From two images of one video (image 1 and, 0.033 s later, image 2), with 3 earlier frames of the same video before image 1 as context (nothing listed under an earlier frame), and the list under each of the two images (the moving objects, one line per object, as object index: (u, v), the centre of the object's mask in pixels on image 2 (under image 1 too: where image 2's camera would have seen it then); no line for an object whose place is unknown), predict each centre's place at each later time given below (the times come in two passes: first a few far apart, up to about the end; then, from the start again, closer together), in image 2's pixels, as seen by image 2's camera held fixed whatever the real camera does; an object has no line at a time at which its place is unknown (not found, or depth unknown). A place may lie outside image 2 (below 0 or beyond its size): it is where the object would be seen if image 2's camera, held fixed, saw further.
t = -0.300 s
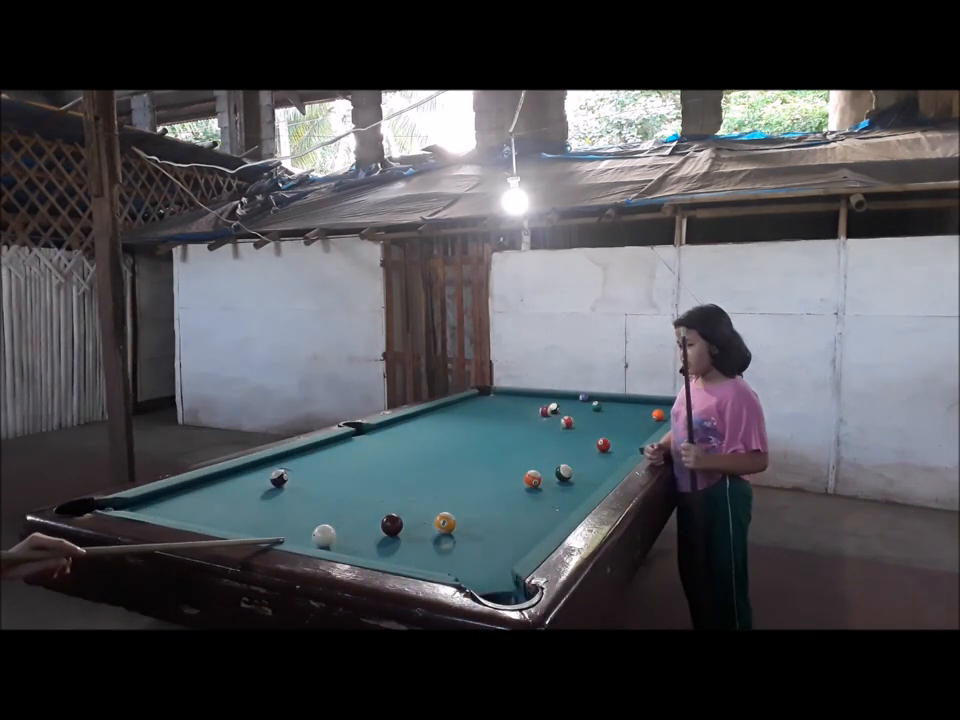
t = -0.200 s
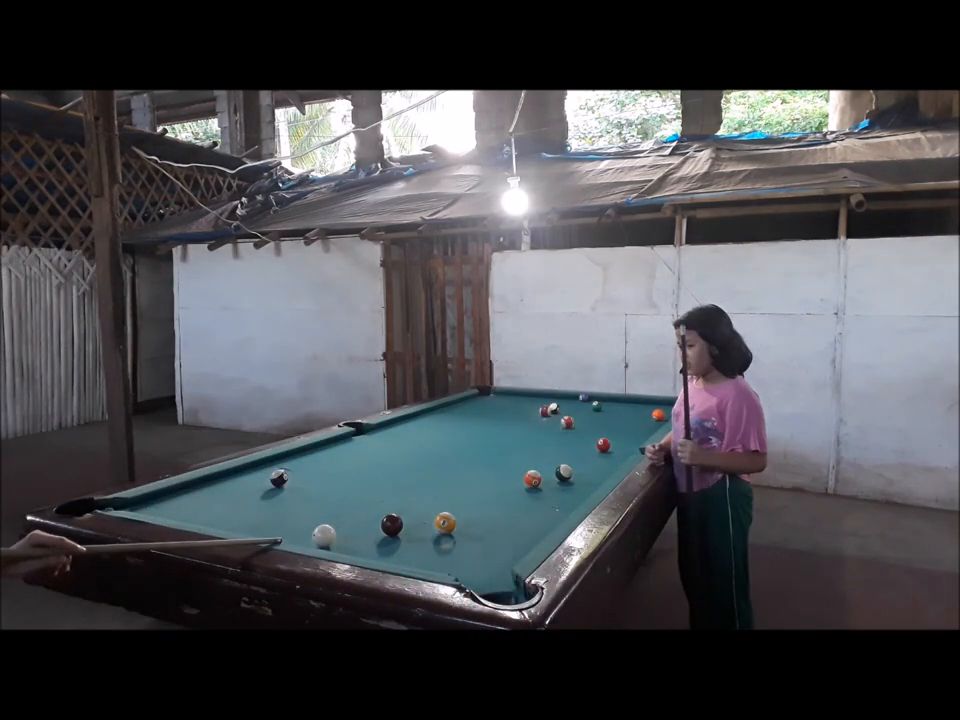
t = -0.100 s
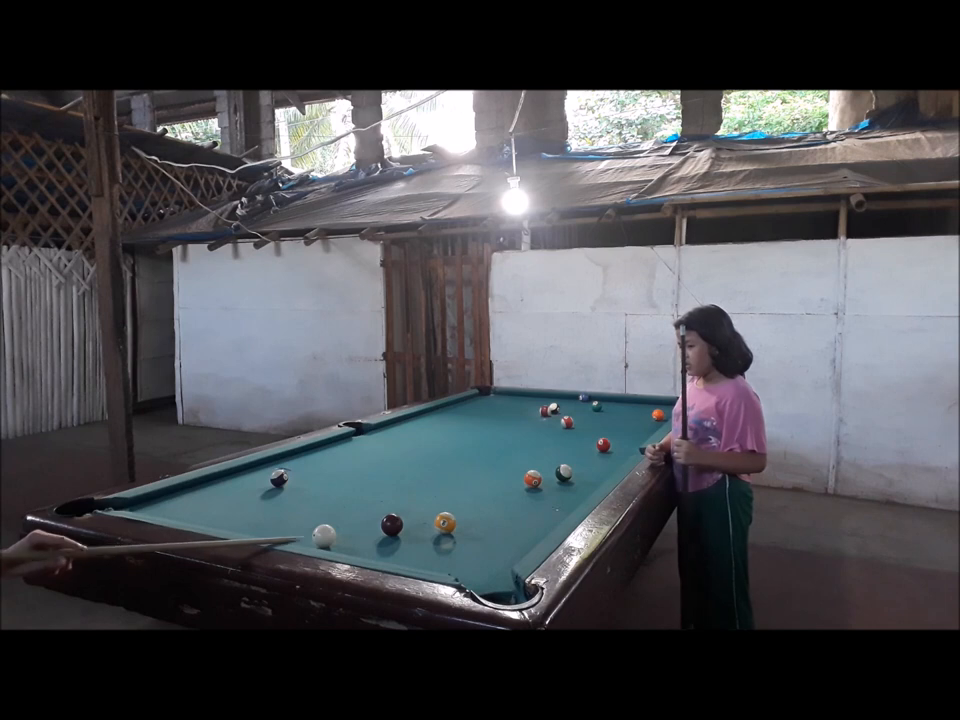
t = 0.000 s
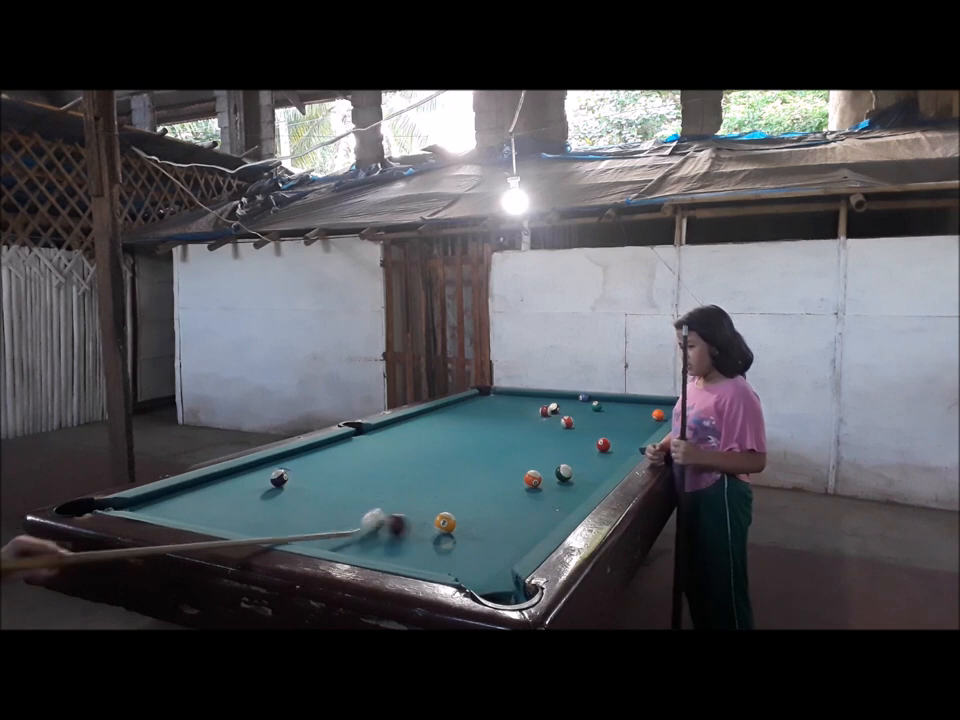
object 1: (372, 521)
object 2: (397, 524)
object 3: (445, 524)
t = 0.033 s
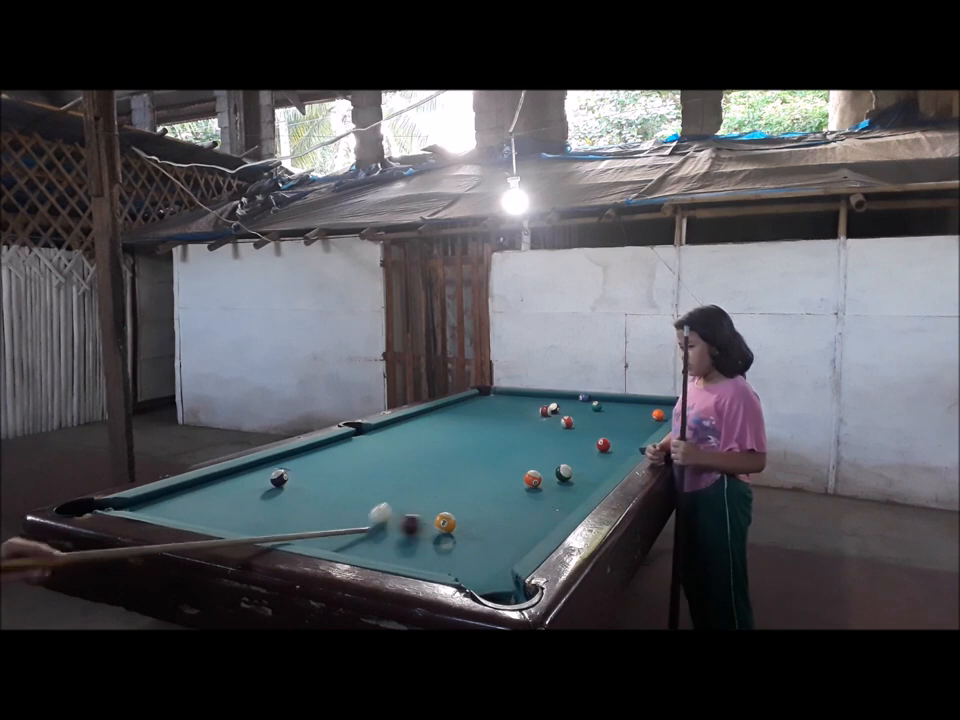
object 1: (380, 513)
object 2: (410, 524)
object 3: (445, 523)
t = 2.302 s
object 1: (532, 396)
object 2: (468, 558)
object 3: (514, 482)
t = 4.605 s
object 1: (453, 422)
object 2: (468, 558)
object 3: (512, 480)
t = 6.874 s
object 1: (410, 444)
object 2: (468, 558)
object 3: (512, 480)
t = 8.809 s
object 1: (405, 446)
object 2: (468, 558)
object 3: (512, 480)
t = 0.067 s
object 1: (387, 508)
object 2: (422, 525)
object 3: (445, 522)
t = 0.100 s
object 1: (392, 503)
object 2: (426, 527)
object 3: (454, 521)
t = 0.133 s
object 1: (398, 499)
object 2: (429, 528)
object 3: (462, 520)
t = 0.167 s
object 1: (403, 495)
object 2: (431, 529)
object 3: (470, 520)
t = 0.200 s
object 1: (408, 492)
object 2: (434, 530)
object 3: (477, 520)
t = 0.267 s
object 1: (417, 485)
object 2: (440, 532)
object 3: (490, 519)
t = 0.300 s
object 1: (421, 481)
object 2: (443, 533)
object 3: (497, 518)
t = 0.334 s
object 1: (426, 478)
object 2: (445, 534)
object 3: (503, 517)
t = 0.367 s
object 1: (430, 475)
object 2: (448, 535)
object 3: (509, 517)
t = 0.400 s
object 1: (434, 472)
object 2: (451, 536)
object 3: (515, 516)
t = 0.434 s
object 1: (437, 469)
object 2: (454, 537)
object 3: (522, 516)
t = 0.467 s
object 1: (441, 466)
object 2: (456, 538)
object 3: (528, 515)
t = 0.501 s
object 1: (445, 463)
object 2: (459, 539)
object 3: (534, 515)
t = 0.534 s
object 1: (448, 461)
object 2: (462, 540)
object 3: (541, 514)
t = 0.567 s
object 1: (451, 458)
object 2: (465, 541)
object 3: (547, 514)
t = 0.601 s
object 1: (455, 456)
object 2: (467, 543)
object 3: (553, 514)
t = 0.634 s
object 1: (458, 454)
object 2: (470, 544)
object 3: (558, 512)
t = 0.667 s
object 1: (461, 451)
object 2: (473, 545)
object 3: (558, 512)
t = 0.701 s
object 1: (464, 449)
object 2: (476, 546)
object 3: (557, 511)
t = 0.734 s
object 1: (467, 447)
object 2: (479, 547)
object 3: (555, 510)
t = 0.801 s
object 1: (472, 442)
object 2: (484, 549)
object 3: (552, 508)
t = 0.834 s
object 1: (475, 440)
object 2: (487, 551)
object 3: (550, 507)
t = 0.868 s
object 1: (477, 439)
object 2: (490, 551)
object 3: (549, 506)
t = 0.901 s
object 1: (480, 437)
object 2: (493, 552)
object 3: (548, 506)
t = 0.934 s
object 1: (482, 435)
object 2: (496, 553)
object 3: (546, 505)
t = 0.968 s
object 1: (484, 434)
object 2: (498, 555)
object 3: (544, 504)
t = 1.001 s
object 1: (487, 432)
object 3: (543, 503)
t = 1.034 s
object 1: (489, 430)
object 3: (542, 502)
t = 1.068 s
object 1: (491, 429)
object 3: (541, 501)
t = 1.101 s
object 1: (494, 427)
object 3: (540, 500)
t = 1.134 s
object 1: (496, 426)
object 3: (538, 499)
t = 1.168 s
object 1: (498, 424)
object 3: (537, 499)
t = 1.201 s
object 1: (500, 423)
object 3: (536, 498)
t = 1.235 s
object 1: (502, 421)
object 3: (535, 497)
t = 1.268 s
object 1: (504, 420)
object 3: (534, 496)
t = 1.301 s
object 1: (505, 419)
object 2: (496, 558)
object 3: (533, 496)
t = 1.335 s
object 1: (507, 417)
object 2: (494, 558)
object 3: (532, 495)
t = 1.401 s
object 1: (511, 415)
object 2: (491, 558)
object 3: (530, 494)
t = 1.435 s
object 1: (513, 414)
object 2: (489, 558)
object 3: (529, 493)
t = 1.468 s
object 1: (514, 412)
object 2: (487, 558)
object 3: (528, 492)
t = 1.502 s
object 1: (516, 411)
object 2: (486, 558)
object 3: (527, 492)
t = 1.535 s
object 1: (517, 410)
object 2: (484, 558)
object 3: (526, 491)
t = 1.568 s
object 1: (519, 409)
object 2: (483, 558)
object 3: (526, 491)
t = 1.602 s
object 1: (520, 408)
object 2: (481, 558)
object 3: (525, 490)
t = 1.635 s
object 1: (522, 407)
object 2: (480, 558)
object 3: (524, 490)
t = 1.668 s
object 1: (523, 406)
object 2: (478, 559)
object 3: (524, 489)
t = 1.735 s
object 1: (526, 404)
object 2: (476, 558)
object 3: (522, 488)
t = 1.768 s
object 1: (527, 403)
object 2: (475, 558)
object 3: (522, 488)
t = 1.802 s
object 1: (529, 402)
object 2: (474, 558)
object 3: (521, 487)
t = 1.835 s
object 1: (530, 401)
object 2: (473, 559)
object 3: (521, 487)
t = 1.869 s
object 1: (531, 400)
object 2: (472, 559)
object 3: (520, 486)
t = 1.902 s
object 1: (533, 399)
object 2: (472, 559)
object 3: (519, 486)
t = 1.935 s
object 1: (534, 398)
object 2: (471, 559)
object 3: (519, 486)
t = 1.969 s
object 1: (535, 397)
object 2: (470, 559)
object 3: (518, 486)
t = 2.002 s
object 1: (536, 397)
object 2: (469, 559)
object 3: (518, 485)
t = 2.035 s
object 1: (537, 396)
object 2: (468, 559)
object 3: (517, 485)
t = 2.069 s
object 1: (538, 395)
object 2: (468, 559)
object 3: (517, 484)
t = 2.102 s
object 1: (539, 394)
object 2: (468, 559)
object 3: (516, 484)
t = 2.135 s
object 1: (539, 394)
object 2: (468, 558)
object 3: (516, 483)
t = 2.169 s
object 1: (538, 395)
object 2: (467, 559)
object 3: (515, 483)
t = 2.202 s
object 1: (536, 395)
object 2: (468, 558)
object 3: (515, 483)
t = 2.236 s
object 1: (535, 395)
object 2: (468, 558)
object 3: (515, 483)
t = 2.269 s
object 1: (534, 395)
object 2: (468, 558)
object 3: (514, 482)
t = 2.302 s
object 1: (532, 396)
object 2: (468, 558)
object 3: (514, 482)
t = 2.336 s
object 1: (531, 396)
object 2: (468, 558)
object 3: (514, 482)
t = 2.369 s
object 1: (530, 396)
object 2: (468, 558)
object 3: (513, 481)
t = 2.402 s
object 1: (528, 397)
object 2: (468, 558)
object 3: (513, 481)
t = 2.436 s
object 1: (527, 397)
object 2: (468, 558)
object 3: (513, 481)
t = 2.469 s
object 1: (525, 398)
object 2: (468, 558)
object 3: (512, 481)
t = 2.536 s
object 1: (523, 398)
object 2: (468, 558)
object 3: (512, 480)
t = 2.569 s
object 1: (521, 399)
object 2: (468, 558)
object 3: (512, 480)
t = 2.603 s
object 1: (520, 399)
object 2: (468, 558)
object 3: (512, 480)
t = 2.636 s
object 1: (519, 399)
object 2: (468, 558)
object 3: (512, 479)
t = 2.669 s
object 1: (518, 400)
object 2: (468, 558)
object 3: (512, 479)
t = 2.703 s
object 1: (516, 400)
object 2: (468, 558)
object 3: (511, 479)
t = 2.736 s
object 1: (515, 401)
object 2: (468, 558)
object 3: (511, 479)
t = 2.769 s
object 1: (514, 401)
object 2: (468, 558)
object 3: (511, 479)
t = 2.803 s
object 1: (513, 401)
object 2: (468, 558)
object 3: (511, 479)
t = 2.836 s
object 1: (512, 402)
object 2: (468, 558)
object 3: (511, 479)
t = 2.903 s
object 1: (509, 402)
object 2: (468, 558)
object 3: (511, 479)
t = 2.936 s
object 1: (508, 402)
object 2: (468, 558)
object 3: (511, 479)
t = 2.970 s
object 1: (507, 403)
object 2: (468, 558)
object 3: (511, 479)
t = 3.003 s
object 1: (506, 403)
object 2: (468, 558)
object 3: (511, 479)
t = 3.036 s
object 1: (504, 404)
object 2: (468, 558)
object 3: (511, 479)
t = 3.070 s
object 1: (503, 404)
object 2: (468, 558)
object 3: (511, 479)
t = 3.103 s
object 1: (502, 405)
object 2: (468, 558)
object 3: (511, 479)
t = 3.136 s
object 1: (501, 405)
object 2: (468, 558)
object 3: (511, 480)
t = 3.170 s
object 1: (499, 406)
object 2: (468, 558)
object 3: (511, 480)
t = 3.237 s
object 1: (497, 406)
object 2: (468, 558)
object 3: (511, 480)
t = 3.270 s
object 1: (496, 407)
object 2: (468, 558)
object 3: (511, 480)
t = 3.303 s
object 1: (495, 407)
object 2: (468, 558)
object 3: (511, 480)
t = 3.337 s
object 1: (494, 408)
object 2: (468, 558)
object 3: (512, 480)
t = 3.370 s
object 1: (493, 408)
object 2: (468, 558)
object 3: (512, 480)
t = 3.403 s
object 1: (491, 408)
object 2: (468, 558)
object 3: (512, 480)
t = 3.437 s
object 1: (490, 409)
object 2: (468, 558)
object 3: (512, 480)
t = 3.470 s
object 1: (489, 409)
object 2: (468, 558)
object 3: (512, 480)
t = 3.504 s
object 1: (488, 409)
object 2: (468, 558)
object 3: (512, 480)
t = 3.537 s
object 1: (487, 410)
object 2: (468, 558)
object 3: (512, 480)
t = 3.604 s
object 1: (485, 410)
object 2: (468, 558)
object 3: (512, 480)
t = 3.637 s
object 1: (484, 411)
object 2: (468, 558)
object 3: (512, 480)
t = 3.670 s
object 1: (482, 411)
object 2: (468, 558)
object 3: (512, 480)
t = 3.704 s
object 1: (481, 412)
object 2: (468, 558)
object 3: (512, 480)
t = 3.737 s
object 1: (480, 412)
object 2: (468, 558)
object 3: (512, 480)
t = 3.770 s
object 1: (479, 412)
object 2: (468, 558)
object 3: (512, 480)
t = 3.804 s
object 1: (478, 413)
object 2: (468, 558)
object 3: (512, 480)
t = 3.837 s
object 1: (477, 413)
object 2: (468, 558)
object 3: (512, 480)
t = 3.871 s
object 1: (476, 414)
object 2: (468, 558)
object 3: (512, 480)
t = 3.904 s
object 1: (474, 414)
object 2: (468, 558)
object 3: (512, 480)
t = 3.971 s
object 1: (472, 415)
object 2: (468, 558)
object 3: (512, 480)
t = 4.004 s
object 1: (471, 415)
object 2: (468, 558)
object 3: (512, 480)
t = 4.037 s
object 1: (470, 415)
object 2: (468, 558)
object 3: (512, 480)
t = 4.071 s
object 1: (469, 416)
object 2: (468, 558)
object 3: (512, 480)
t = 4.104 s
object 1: (468, 416)
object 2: (468, 558)
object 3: (512, 480)
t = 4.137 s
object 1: (467, 417)
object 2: (468, 558)
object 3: (512, 480)
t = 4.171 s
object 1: (466, 417)
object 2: (468, 558)
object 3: (512, 480)
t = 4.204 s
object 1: (465, 417)
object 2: (468, 558)
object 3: (512, 480)
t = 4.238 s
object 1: (464, 418)
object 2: (468, 558)
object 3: (512, 480)
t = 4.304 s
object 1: (462, 419)
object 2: (468, 558)
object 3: (512, 480)
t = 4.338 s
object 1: (461, 420)
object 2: (468, 558)
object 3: (512, 480)
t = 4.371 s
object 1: (460, 420)
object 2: (468, 558)
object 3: (512, 480)
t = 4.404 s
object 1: (459, 420)
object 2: (468, 558)
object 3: (512, 480)
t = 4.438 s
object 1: (458, 420)
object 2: (468, 558)
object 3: (512, 480)
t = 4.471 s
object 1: (457, 421)
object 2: (468, 558)
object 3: (512, 480)
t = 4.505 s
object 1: (456, 421)
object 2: (468, 558)
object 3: (512, 480)
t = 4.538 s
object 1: (455, 422)
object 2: (468, 558)
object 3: (512, 480)
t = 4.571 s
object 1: (454, 422)
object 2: (468, 558)
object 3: (512, 480)
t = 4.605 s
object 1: (453, 422)
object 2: (468, 558)
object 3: (512, 480)
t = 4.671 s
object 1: (451, 423)
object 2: (468, 558)
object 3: (512, 480)
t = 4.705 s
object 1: (450, 424)
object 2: (468, 558)
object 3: (512, 480)
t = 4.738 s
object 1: (449, 424)
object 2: (468, 558)
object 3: (512, 480)
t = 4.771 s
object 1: (448, 424)
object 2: (468, 558)
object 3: (512, 480)
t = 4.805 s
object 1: (448, 425)
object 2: (468, 558)
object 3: (512, 480)
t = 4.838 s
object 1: (447, 425)
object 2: (468, 558)
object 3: (512, 480)
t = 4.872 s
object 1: (446, 426)
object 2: (468, 558)
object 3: (512, 480)
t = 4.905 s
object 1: (445, 426)
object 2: (468, 558)
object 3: (512, 480)
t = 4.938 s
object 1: (444, 426)
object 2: (468, 558)
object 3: (512, 480)
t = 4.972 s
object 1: (443, 427)
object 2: (468, 558)
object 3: (512, 480)
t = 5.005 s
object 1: (442, 427)
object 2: (468, 558)
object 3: (512, 480)
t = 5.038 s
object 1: (441, 427)
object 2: (468, 558)
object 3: (512, 480)
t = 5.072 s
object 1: (440, 428)
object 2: (468, 558)
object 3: (512, 480)
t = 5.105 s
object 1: (439, 428)
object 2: (468, 558)
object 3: (512, 480)
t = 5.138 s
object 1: (439, 428)
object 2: (468, 558)
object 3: (512, 480)
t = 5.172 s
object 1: (438, 429)
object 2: (468, 558)
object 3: (512, 480)
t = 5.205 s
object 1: (437, 429)
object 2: (468, 558)
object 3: (512, 480)
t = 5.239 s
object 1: (436, 430)
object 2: (468, 558)
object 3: (512, 480)
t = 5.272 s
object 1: (436, 430)
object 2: (468, 558)
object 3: (512, 480)
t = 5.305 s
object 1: (435, 430)
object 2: (468, 558)
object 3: (512, 480)
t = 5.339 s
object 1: (434, 431)
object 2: (468, 558)
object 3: (512, 480)
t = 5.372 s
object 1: (433, 431)
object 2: (468, 558)
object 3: (512, 480)
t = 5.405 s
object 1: (433, 431)
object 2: (468, 558)
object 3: (512, 480)
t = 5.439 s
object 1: (432, 432)
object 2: (468, 558)
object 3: (512, 480)
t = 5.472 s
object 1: (431, 432)
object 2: (468, 558)
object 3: (512, 480)
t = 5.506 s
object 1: (430, 432)
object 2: (468, 558)
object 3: (512, 480)
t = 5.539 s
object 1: (430, 433)
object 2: (468, 558)
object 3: (512, 480)
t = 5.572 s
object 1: (429, 433)
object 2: (468, 558)
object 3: (512, 480)
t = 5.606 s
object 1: (428, 433)
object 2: (468, 558)
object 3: (512, 480)
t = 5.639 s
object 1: (428, 434)
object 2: (468, 558)
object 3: (512, 480)
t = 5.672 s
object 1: (427, 434)
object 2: (468, 558)
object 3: (512, 480)
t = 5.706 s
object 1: (427, 434)
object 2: (468, 558)
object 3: (512, 480)
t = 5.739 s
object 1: (426, 434)
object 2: (468, 558)
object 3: (512, 480)
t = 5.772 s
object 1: (426, 435)
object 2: (468, 558)
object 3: (512, 480)
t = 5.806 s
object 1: (425, 435)
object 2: (468, 558)
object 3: (512, 480)
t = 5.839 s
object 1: (424, 435)
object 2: (468, 558)
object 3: (512, 480)
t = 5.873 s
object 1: (424, 436)
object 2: (468, 558)
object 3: (512, 480)
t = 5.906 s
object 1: (423, 436)
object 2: (468, 558)
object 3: (512, 480)
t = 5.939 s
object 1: (423, 436)
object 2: (468, 558)
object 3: (512, 480)
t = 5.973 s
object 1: (422, 437)
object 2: (468, 558)
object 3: (512, 480)
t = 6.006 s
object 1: (422, 437)
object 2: (468, 558)
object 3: (512, 480)
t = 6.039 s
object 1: (421, 437)
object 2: (468, 558)
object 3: (512, 480)
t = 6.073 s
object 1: (421, 438)
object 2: (468, 558)
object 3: (512, 480)
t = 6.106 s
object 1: (420, 438)
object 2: (468, 558)
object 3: (512, 480)
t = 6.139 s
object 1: (420, 438)
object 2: (468, 558)
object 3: (512, 480)
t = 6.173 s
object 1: (419, 439)
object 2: (468, 558)
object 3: (512, 480)
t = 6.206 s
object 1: (419, 439)
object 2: (468, 558)
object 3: (512, 480)
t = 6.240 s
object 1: (418, 440)
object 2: (468, 558)
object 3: (512, 480)
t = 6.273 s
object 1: (418, 440)
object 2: (468, 558)
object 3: (512, 480)
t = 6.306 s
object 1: (417, 440)
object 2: (468, 558)
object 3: (512, 480)
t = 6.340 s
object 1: (417, 440)
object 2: (468, 558)
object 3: (512, 480)
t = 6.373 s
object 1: (417, 441)
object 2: (468, 558)
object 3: (512, 480)
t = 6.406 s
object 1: (416, 441)
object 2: (468, 558)
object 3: (512, 480)
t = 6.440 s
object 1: (416, 441)
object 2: (468, 558)
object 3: (512, 480)
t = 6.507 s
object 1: (415, 442)
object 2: (468, 558)
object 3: (512, 480)
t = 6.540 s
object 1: (415, 442)
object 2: (468, 558)
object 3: (512, 480)
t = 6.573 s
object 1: (414, 442)
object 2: (468, 558)
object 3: (512, 480)
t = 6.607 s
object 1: (414, 442)
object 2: (468, 558)
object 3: (512, 480)
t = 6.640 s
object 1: (413, 442)
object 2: (468, 558)
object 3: (512, 480)
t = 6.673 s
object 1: (413, 443)
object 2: (468, 558)
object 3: (512, 480)
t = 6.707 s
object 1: (412, 443)
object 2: (468, 558)
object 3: (512, 480)
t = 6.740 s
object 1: (411, 443)
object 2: (468, 558)
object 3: (512, 480)
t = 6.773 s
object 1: (411, 443)
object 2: (468, 558)
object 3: (512, 480)
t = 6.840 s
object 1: (410, 444)
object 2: (468, 558)
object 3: (512, 480)
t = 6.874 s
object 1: (410, 444)
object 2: (468, 558)
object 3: (512, 480)
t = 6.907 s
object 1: (409, 444)
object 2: (468, 558)
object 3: (512, 480)
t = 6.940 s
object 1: (409, 444)
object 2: (468, 558)
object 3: (512, 480)
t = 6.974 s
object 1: (408, 444)
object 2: (468, 558)
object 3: (512, 480)
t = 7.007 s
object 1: (408, 445)
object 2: (468, 558)
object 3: (512, 480)
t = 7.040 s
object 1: (408, 445)
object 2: (468, 558)
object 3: (512, 480)
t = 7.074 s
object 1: (408, 445)
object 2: (468, 558)
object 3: (512, 480)
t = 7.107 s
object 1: (407, 445)
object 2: (468, 558)
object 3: (512, 480)
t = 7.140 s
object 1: (407, 445)
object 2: (468, 558)
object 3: (512, 480)
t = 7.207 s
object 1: (407, 445)
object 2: (468, 558)
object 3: (512, 480)
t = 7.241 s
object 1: (406, 445)
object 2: (468, 558)
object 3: (512, 480)
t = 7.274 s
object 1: (406, 445)
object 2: (468, 558)
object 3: (512, 480)
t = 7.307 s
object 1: (406, 446)
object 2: (468, 558)
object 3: (512, 480)
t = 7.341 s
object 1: (406, 446)
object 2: (468, 558)
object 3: (512, 480)
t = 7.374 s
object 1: (406, 446)
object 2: (468, 558)
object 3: (512, 480)
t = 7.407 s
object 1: (406, 446)
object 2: (468, 558)
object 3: (512, 480)
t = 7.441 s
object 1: (406, 446)
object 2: (468, 558)
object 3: (512, 480)
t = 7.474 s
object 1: (406, 446)
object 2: (468, 558)
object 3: (512, 480)
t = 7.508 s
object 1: (406, 446)
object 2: (468, 558)
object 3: (512, 480)
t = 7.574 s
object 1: (406, 446)
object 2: (468, 558)
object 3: (512, 480)
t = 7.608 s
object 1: (406, 446)
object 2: (468, 558)
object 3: (512, 480)
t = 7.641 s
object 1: (406, 446)
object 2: (468, 558)
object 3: (512, 480)
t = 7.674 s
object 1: (406, 446)
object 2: (468, 558)
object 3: (512, 480)
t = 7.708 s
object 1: (406, 446)
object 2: (468, 558)
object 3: (512, 480)
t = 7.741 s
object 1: (406, 446)
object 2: (468, 558)
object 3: (512, 480)
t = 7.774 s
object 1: (406, 446)
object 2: (468, 558)
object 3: (512, 480)
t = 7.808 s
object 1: (405, 446)
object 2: (468, 558)
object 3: (512, 480)
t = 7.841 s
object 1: (405, 446)
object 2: (468, 558)
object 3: (512, 480)
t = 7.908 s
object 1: (405, 446)
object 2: (468, 558)
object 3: (512, 480)
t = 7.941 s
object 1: (405, 446)
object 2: (468, 558)
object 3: (512, 480)
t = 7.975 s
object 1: (405, 446)
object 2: (468, 558)
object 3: (512, 480)
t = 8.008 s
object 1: (405, 446)
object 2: (468, 558)
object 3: (512, 480)
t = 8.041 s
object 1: (405, 446)
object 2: (468, 558)
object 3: (512, 480)
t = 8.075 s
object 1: (405, 446)
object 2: (468, 558)
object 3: (512, 480)
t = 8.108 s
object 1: (405, 446)
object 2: (468, 558)
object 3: (512, 480)
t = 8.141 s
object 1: (405, 446)
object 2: (468, 558)
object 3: (512, 480)
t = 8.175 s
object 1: (405, 446)
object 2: (468, 558)
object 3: (512, 480)
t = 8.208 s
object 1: (405, 446)
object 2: (468, 558)
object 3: (512, 480)
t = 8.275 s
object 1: (405, 446)
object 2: (468, 558)
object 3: (512, 480)
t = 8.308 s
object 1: (405, 446)
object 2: (468, 558)
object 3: (512, 480)
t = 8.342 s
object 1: (405, 446)
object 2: (468, 558)
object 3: (512, 480)
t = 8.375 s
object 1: (405, 446)
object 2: (468, 558)
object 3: (512, 480)
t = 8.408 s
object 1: (405, 446)
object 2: (468, 558)
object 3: (512, 480)
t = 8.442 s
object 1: (405, 446)
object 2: (468, 558)
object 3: (512, 480)
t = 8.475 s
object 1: (405, 446)
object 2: (468, 558)
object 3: (512, 480)
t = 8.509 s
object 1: (405, 446)
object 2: (468, 558)
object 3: (512, 480)
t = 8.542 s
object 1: (405, 446)
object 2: (468, 558)
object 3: (512, 480)
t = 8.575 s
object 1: (405, 446)
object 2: (468, 558)
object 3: (512, 480)
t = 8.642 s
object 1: (405, 446)
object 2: (468, 558)
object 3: (512, 480)
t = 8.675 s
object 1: (405, 446)
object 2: (468, 558)
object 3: (512, 480)
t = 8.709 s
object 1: (405, 446)
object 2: (468, 558)
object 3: (512, 480)
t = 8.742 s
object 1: (405, 446)
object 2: (468, 558)
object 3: (512, 480)
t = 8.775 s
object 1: (405, 446)
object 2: (468, 558)
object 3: (512, 480)
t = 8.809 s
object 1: (405, 446)
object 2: (468, 558)
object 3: (512, 480)
